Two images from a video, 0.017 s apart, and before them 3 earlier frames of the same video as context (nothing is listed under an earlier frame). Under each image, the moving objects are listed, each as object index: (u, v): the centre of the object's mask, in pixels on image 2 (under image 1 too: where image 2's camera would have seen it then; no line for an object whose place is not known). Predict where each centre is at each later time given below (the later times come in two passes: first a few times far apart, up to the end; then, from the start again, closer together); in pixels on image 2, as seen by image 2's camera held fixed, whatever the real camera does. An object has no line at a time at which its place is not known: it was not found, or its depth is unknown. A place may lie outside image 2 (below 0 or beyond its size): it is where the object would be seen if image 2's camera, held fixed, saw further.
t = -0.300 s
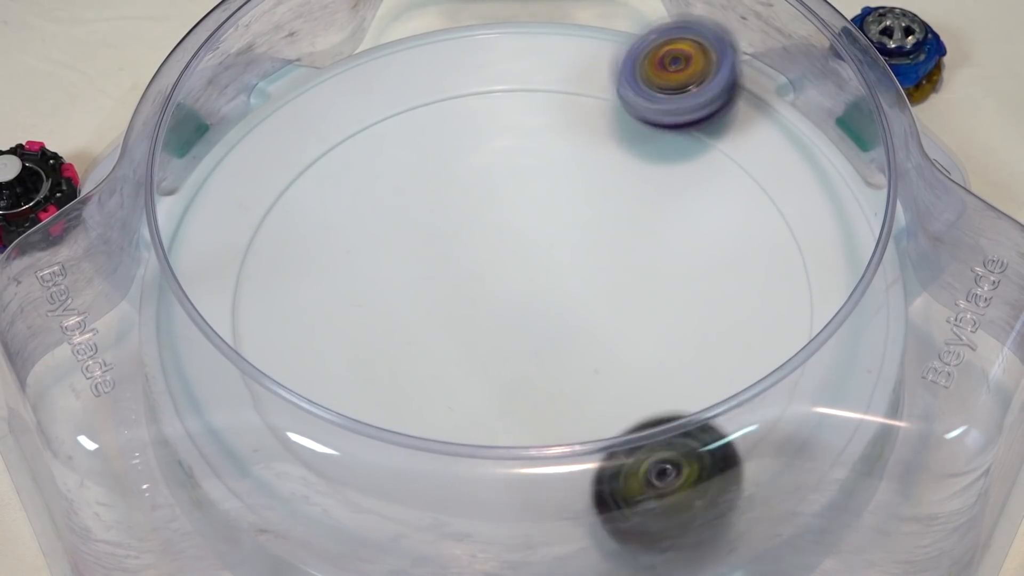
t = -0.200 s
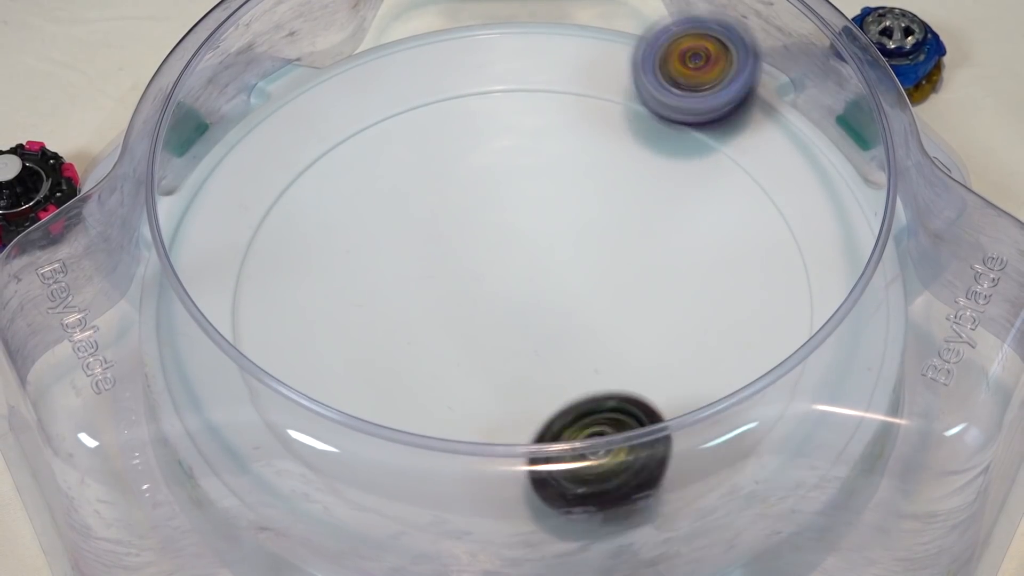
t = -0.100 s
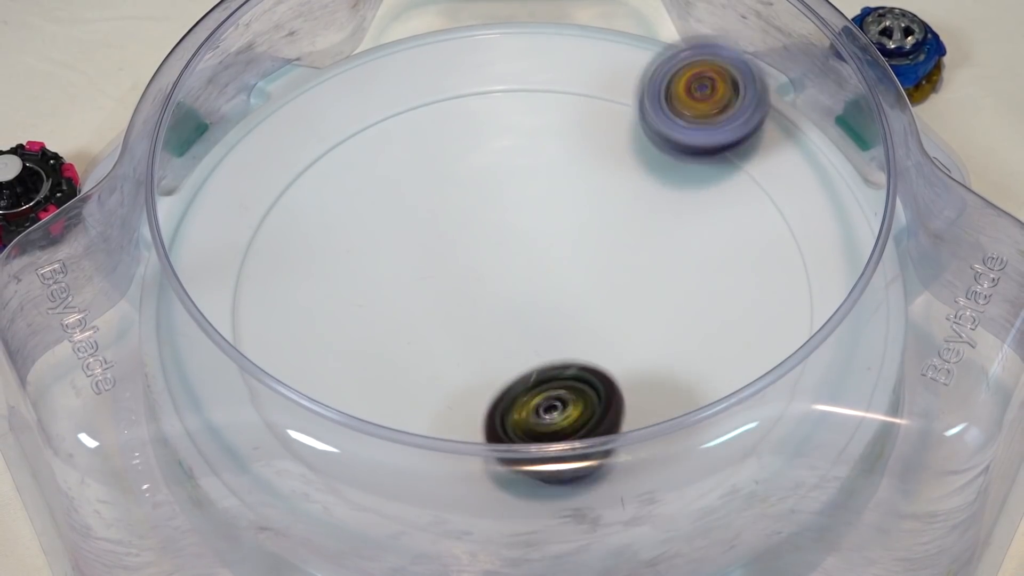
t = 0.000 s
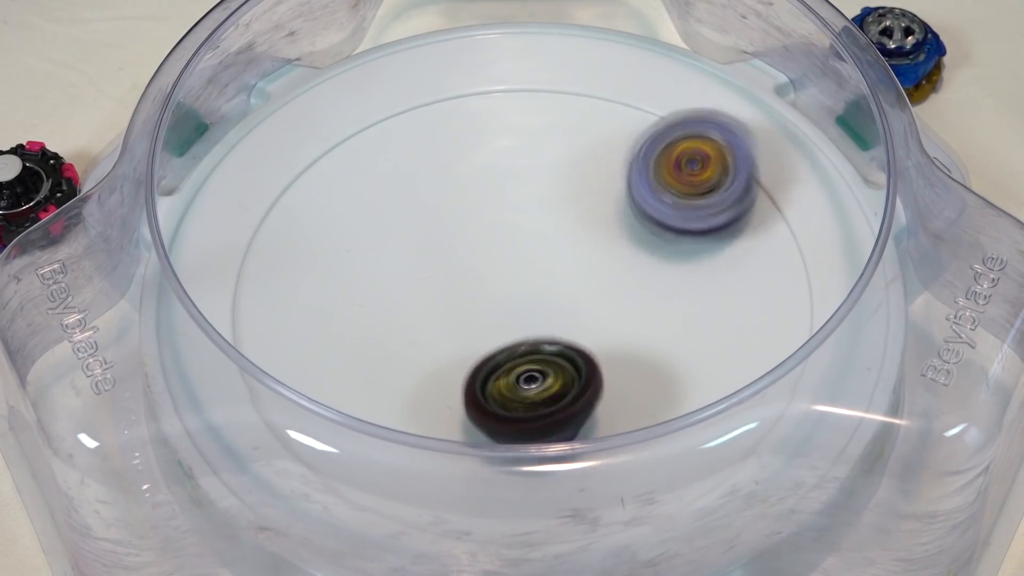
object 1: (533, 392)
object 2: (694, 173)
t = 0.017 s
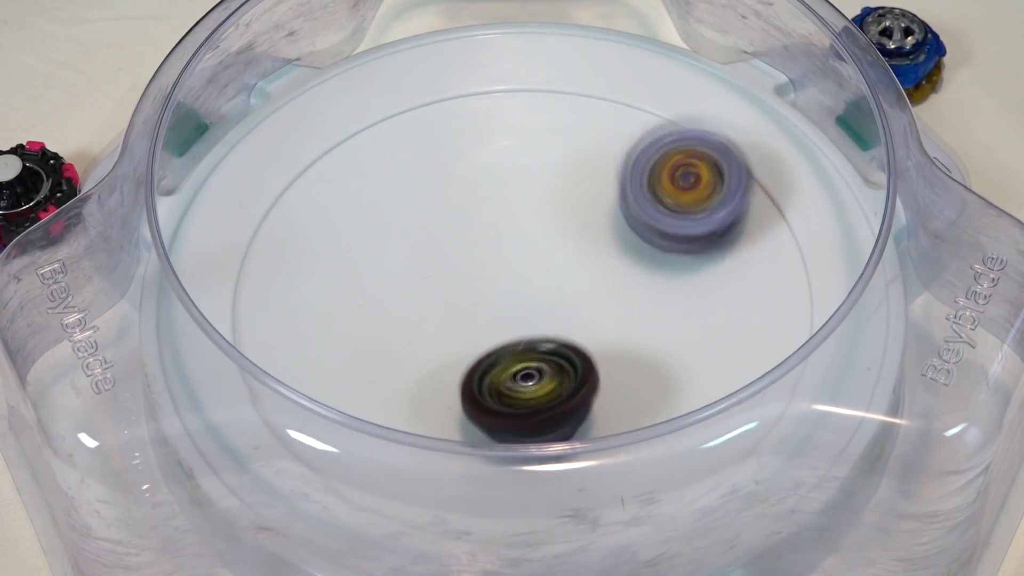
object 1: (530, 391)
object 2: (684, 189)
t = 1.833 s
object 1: (281, 192)
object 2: (604, 376)
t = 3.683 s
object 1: (700, 242)
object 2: (494, 341)
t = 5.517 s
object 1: (428, 438)
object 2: (561, 229)
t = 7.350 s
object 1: (562, 355)
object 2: (441, 239)
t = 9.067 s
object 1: (514, 138)
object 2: (524, 337)
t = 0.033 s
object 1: (528, 390)
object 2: (680, 200)
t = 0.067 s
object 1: (524, 389)
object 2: (660, 225)
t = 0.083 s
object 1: (522, 389)
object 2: (647, 236)
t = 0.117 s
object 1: (519, 389)
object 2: (623, 252)
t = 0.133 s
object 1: (516, 390)
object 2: (609, 261)
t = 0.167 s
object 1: (509, 390)
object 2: (581, 273)
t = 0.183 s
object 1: (507, 390)
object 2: (568, 278)
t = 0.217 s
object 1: (500, 391)
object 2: (538, 283)
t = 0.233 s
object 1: (496, 392)
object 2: (522, 283)
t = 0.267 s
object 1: (485, 395)
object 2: (490, 283)
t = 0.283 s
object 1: (481, 396)
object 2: (474, 282)
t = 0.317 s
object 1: (472, 395)
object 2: (445, 278)
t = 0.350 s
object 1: (465, 394)
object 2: (418, 273)
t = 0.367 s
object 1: (463, 393)
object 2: (403, 266)
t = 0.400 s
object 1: (456, 391)
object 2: (380, 256)
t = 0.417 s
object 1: (455, 389)
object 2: (366, 249)
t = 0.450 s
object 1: (450, 386)
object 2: (348, 235)
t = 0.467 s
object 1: (449, 384)
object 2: (337, 227)
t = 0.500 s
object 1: (445, 380)
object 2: (323, 212)
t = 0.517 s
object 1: (444, 377)
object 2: (315, 203)
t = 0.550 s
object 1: (442, 369)
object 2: (307, 183)
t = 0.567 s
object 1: (440, 365)
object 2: (304, 176)
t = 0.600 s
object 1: (438, 355)
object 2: (304, 153)
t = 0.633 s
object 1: (434, 345)
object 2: (319, 141)
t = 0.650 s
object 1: (433, 340)
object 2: (330, 138)
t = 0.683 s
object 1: (428, 330)
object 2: (357, 134)
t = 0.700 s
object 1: (427, 324)
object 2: (367, 132)
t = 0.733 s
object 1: (422, 312)
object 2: (396, 136)
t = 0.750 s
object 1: (420, 307)
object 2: (407, 142)
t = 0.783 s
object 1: (415, 295)
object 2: (432, 155)
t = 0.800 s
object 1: (414, 289)
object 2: (444, 166)
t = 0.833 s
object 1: (402, 286)
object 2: (465, 180)
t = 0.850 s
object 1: (390, 296)
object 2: (482, 175)
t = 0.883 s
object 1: (370, 313)
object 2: (512, 173)
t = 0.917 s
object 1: (361, 326)
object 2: (540, 180)
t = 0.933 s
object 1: (357, 332)
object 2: (551, 185)
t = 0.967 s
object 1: (355, 343)
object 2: (575, 201)
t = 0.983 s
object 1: (354, 349)
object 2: (582, 208)
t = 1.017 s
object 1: (358, 357)
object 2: (601, 228)
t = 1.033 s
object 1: (360, 361)
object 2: (606, 236)
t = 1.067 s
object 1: (368, 367)
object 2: (619, 260)
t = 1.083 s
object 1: (372, 370)
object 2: (620, 269)
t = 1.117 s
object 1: (385, 375)
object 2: (627, 293)
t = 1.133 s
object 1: (390, 377)
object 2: (624, 303)
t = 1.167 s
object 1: (406, 380)
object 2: (624, 327)
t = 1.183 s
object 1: (413, 382)
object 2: (618, 338)
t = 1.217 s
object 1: (431, 382)
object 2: (611, 360)
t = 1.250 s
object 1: (445, 381)
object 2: (595, 376)
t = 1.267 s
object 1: (435, 379)
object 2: (603, 380)
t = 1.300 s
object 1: (417, 374)
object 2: (610, 385)
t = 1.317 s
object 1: (412, 372)
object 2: (610, 390)
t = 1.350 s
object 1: (407, 370)
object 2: (615, 406)
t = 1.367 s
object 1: (406, 370)
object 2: (609, 412)
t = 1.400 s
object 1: (405, 368)
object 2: (597, 427)
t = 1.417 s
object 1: (405, 366)
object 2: (588, 434)
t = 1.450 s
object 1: (406, 363)
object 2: (562, 442)
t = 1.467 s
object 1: (407, 361)
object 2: (551, 443)
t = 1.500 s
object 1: (409, 356)
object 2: (527, 437)
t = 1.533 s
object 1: (399, 338)
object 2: (518, 436)
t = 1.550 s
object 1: (387, 323)
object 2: (522, 438)
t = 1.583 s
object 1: (370, 297)
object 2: (528, 437)
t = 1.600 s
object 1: (362, 286)
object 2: (530, 435)
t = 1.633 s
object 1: (348, 266)
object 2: (535, 432)
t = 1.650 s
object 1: (340, 258)
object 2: (539, 430)
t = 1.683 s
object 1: (324, 241)
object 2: (548, 423)
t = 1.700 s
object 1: (317, 234)
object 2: (552, 418)
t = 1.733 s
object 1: (303, 220)
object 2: (558, 401)
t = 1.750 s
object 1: (298, 213)
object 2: (565, 398)
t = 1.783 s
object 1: (286, 201)
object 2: (580, 390)
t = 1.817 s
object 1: (279, 193)
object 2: (597, 381)
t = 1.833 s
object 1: (281, 192)
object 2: (604, 376)
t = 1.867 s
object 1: (287, 192)
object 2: (619, 366)
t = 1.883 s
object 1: (290, 192)
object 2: (628, 361)
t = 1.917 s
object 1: (298, 193)
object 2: (647, 353)
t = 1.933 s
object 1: (302, 193)
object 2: (656, 348)
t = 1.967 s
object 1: (312, 192)
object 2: (670, 342)
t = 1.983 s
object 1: (317, 191)
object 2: (678, 339)
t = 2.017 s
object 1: (329, 189)
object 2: (693, 336)
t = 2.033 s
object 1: (335, 189)
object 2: (700, 335)
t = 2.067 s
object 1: (349, 187)
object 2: (704, 333)
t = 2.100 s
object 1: (365, 186)
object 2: (704, 333)
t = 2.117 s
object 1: (373, 184)
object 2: (703, 332)
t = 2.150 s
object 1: (392, 182)
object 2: (699, 330)
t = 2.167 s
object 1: (401, 181)
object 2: (697, 327)
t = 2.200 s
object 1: (421, 178)
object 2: (689, 321)
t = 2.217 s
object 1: (430, 177)
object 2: (684, 319)
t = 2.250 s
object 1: (451, 174)
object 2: (674, 311)
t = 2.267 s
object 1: (460, 172)
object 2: (668, 306)
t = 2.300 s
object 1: (481, 169)
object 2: (660, 293)
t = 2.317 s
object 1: (491, 168)
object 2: (657, 285)
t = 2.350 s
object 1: (512, 164)
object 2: (649, 270)
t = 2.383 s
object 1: (533, 162)
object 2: (642, 256)
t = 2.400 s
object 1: (542, 161)
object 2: (641, 249)
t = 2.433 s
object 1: (545, 138)
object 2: (656, 250)
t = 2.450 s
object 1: (542, 123)
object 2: (666, 254)
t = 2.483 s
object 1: (536, 101)
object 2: (681, 265)
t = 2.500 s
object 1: (534, 94)
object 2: (683, 270)
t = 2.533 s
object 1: (527, 82)
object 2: (683, 286)
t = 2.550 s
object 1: (524, 78)
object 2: (680, 294)
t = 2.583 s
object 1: (519, 71)
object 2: (669, 310)
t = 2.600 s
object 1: (515, 69)
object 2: (660, 317)
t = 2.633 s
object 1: (506, 75)
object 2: (641, 326)
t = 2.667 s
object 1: (501, 79)
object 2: (618, 330)
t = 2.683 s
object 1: (499, 82)
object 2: (605, 331)
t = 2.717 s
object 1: (496, 89)
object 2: (579, 330)
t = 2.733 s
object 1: (493, 93)
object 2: (567, 328)
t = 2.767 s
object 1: (491, 104)
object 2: (545, 321)
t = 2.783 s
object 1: (489, 111)
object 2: (533, 316)
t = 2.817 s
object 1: (489, 126)
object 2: (516, 305)
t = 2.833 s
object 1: (490, 135)
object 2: (508, 299)
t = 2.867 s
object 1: (492, 153)
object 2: (495, 286)
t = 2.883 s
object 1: (495, 162)
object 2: (489, 279)
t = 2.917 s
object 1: (503, 147)
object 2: (481, 294)
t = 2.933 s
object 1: (505, 129)
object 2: (475, 308)
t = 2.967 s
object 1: (510, 103)
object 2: (464, 331)
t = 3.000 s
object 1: (511, 89)
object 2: (451, 346)
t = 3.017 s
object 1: (509, 85)
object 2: (444, 350)
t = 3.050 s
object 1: (505, 78)
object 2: (426, 356)
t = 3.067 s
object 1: (504, 76)
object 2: (416, 359)
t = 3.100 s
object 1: (500, 75)
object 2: (395, 362)
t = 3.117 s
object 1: (498, 75)
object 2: (384, 362)
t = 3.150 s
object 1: (494, 79)
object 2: (364, 358)
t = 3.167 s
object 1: (491, 82)
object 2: (355, 355)
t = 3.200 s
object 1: (489, 90)
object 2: (339, 347)
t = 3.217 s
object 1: (488, 95)
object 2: (332, 342)
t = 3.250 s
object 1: (487, 106)
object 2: (324, 330)
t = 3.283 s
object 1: (489, 119)
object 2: (325, 314)
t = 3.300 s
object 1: (491, 127)
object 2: (330, 309)
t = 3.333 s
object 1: (495, 144)
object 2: (344, 297)
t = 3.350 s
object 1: (499, 152)
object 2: (351, 292)
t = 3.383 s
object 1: (506, 171)
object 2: (371, 286)
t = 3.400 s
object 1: (509, 181)
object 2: (381, 283)
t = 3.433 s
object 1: (519, 200)
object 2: (403, 280)
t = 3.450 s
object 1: (524, 210)
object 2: (414, 278)
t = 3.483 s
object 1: (553, 218)
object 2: (418, 285)
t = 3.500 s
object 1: (573, 219)
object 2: (420, 290)
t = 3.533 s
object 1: (601, 226)
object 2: (432, 298)
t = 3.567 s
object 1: (625, 230)
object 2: (445, 305)
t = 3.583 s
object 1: (636, 232)
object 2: (453, 310)
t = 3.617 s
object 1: (659, 235)
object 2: (467, 320)
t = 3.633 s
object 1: (669, 238)
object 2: (473, 325)
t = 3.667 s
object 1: (689, 241)
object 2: (486, 336)
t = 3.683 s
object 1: (700, 242)
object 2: (494, 341)
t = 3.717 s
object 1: (718, 245)
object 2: (506, 353)
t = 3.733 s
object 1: (726, 245)
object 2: (510, 359)
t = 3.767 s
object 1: (740, 248)
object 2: (516, 368)
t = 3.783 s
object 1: (745, 250)
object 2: (519, 374)
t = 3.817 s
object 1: (756, 252)
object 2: (522, 383)
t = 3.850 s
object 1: (764, 254)
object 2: (524, 391)
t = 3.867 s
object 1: (767, 256)
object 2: (525, 393)
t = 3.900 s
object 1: (771, 259)
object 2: (524, 398)
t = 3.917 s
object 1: (772, 260)
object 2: (522, 399)
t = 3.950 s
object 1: (771, 263)
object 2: (519, 399)
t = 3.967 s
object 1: (769, 266)
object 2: (517, 399)
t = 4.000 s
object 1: (765, 270)
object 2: (512, 398)
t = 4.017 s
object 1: (762, 272)
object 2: (511, 396)
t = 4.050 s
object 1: (753, 278)
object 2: (511, 391)
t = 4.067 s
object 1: (747, 280)
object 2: (512, 388)
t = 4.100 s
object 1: (734, 288)
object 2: (515, 381)
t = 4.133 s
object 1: (717, 295)
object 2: (518, 369)
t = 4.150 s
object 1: (706, 299)
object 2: (521, 364)
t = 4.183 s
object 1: (686, 307)
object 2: (529, 350)
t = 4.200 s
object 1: (676, 311)
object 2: (533, 345)
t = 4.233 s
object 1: (690, 309)
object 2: (517, 335)
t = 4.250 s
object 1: (693, 308)
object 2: (509, 331)
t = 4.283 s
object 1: (693, 307)
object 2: (499, 317)
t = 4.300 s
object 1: (691, 307)
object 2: (494, 311)
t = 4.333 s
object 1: (685, 306)
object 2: (491, 297)
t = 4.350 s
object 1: (682, 306)
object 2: (492, 290)
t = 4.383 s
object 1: (674, 306)
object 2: (491, 277)
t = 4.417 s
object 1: (662, 306)
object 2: (491, 262)
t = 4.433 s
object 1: (656, 306)
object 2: (493, 256)
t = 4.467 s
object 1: (641, 307)
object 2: (501, 243)
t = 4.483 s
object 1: (634, 307)
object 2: (505, 237)
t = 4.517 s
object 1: (617, 308)
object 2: (513, 226)
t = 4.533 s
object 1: (607, 308)
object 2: (518, 222)
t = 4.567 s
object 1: (592, 313)
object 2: (526, 212)
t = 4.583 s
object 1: (592, 323)
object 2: (528, 203)
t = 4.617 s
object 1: (586, 336)
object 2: (530, 191)
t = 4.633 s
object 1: (584, 341)
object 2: (530, 185)
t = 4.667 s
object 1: (578, 350)
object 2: (534, 173)
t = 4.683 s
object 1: (575, 354)
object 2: (538, 167)
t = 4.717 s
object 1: (568, 362)
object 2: (544, 158)
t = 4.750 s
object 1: (562, 368)
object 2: (552, 151)
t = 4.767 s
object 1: (560, 371)
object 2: (559, 148)
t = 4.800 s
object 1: (554, 376)
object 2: (569, 151)
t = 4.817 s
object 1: (550, 378)
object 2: (571, 153)
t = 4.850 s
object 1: (544, 381)
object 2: (581, 158)
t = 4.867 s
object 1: (542, 382)
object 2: (586, 165)
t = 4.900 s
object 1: (536, 383)
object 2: (583, 179)
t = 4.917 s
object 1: (533, 384)
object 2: (583, 184)
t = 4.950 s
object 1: (527, 384)
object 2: (583, 198)
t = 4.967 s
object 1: (524, 383)
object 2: (580, 205)
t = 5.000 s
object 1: (519, 382)
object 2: (570, 218)
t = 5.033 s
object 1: (512, 379)
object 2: (566, 230)
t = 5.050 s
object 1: (510, 378)
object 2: (562, 237)
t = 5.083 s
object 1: (503, 374)
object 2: (548, 249)
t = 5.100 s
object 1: (499, 371)
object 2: (544, 255)
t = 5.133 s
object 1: (489, 369)
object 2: (537, 264)
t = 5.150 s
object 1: (474, 386)
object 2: (537, 249)
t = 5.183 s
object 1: (447, 415)
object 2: (542, 227)
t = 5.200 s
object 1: (436, 428)
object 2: (544, 218)
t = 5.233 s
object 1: (423, 449)
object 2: (544, 210)
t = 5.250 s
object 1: (420, 453)
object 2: (549, 207)
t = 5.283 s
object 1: (411, 469)
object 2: (553, 200)
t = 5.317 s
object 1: (409, 473)
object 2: (559, 196)
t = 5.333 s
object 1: (412, 473)
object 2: (562, 198)
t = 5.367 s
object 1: (422, 468)
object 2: (561, 200)
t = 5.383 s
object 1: (424, 465)
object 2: (566, 199)
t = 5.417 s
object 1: (426, 459)
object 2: (567, 206)
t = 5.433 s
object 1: (427, 457)
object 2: (566, 208)
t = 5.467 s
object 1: (426, 453)
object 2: (569, 215)
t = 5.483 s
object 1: (425, 451)
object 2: (566, 220)
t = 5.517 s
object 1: (428, 438)
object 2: (561, 229)
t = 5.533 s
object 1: (428, 437)
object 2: (559, 235)
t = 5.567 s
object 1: (431, 429)
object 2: (546, 246)
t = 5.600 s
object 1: (434, 416)
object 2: (540, 255)
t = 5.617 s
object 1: (439, 400)
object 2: (532, 259)
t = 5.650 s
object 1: (443, 393)
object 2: (521, 265)
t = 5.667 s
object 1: (444, 389)
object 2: (516, 269)
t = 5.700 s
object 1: (448, 377)
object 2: (500, 274)
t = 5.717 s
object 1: (439, 379)
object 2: (499, 271)
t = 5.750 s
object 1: (415, 411)
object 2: (506, 234)
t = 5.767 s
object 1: (406, 423)
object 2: (512, 222)
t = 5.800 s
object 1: (395, 443)
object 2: (518, 200)
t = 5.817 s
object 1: (393, 447)
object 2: (522, 192)
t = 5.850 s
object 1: (393, 460)
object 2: (527, 185)
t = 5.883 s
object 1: (394, 466)
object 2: (538, 174)
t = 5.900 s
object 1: (397, 467)
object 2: (541, 169)
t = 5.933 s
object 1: (410, 464)
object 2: (550, 160)
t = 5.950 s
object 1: (413, 462)
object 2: (557, 157)
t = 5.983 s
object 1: (420, 458)
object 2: (565, 150)
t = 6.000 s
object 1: (422, 456)
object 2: (574, 148)
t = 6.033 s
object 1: (431, 451)
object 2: (583, 149)
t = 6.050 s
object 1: (435, 451)
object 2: (591, 149)
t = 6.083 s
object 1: (447, 436)
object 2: (600, 158)
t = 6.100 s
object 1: (454, 432)
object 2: (603, 160)
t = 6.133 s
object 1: (464, 419)
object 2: (608, 174)
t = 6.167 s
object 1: (476, 399)
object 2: (611, 185)
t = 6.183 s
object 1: (483, 396)
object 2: (610, 193)
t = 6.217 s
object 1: (494, 387)
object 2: (607, 203)
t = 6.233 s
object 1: (500, 380)
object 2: (606, 211)
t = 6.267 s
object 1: (512, 362)
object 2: (599, 224)
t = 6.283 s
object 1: (517, 353)
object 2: (600, 229)
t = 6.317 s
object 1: (528, 335)
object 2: (592, 238)
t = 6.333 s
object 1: (520, 340)
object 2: (595, 234)
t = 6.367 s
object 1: (506, 356)
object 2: (600, 216)
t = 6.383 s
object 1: (502, 361)
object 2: (603, 210)
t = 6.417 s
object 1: (498, 366)
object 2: (606, 205)
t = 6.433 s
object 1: (501, 367)
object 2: (607, 208)
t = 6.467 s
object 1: (505, 368)
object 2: (610, 212)
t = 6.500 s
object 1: (509, 369)
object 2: (605, 218)
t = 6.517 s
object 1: (511, 368)
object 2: (604, 224)
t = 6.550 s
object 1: (516, 367)
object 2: (598, 227)
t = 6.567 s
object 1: (519, 366)
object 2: (593, 235)
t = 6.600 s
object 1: (522, 364)
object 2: (586, 240)
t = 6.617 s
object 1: (524, 362)
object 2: (577, 245)
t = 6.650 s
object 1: (530, 359)
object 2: (570, 250)
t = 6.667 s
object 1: (530, 357)
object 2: (561, 249)
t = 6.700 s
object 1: (528, 374)
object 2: (555, 243)
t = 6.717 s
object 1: (527, 383)
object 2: (553, 234)
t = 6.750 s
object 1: (528, 391)
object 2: (543, 227)
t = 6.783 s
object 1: (533, 395)
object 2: (533, 224)
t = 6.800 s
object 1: (531, 397)
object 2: (535, 220)
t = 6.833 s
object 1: (534, 400)
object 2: (524, 213)
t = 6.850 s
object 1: (534, 401)
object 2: (520, 213)
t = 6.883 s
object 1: (535, 401)
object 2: (515, 210)
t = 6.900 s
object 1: (536, 402)
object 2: (507, 210)
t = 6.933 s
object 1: (538, 402)
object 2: (501, 207)
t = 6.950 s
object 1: (538, 402)
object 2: (499, 205)
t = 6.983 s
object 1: (538, 401)
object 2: (493, 204)
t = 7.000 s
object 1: (539, 401)
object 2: (490, 207)
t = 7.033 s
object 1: (539, 399)
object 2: (488, 207)
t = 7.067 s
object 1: (538, 395)
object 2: (481, 209)
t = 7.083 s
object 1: (538, 393)
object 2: (480, 212)
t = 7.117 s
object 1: (538, 388)
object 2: (477, 216)
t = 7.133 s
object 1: (538, 385)
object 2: (472, 219)
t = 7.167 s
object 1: (537, 375)
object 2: (470, 224)
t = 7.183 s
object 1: (537, 370)
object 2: (471, 226)
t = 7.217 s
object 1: (535, 358)
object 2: (467, 235)
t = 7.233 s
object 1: (535, 353)
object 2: (466, 238)
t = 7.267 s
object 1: (534, 340)
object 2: (463, 246)
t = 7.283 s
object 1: (537, 339)
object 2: (458, 246)
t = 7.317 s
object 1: (551, 349)
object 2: (448, 243)
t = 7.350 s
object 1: (562, 355)
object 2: (441, 239)
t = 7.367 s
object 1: (570, 356)
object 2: (438, 235)
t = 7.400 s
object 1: (583, 358)
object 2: (431, 231)
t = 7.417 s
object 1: (590, 359)
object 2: (431, 230)
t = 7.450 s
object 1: (598, 359)
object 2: (430, 228)
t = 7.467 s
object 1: (605, 358)
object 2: (426, 227)
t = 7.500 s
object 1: (613, 359)
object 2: (429, 225)
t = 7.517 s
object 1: (617, 358)
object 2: (432, 225)
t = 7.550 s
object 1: (623, 355)
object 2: (433, 226)
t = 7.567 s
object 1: (628, 354)
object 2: (438, 228)
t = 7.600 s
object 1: (630, 351)
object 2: (444, 232)
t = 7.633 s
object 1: (635, 347)
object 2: (453, 237)
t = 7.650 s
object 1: (635, 345)
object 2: (452, 239)
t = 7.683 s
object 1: (636, 341)
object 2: (460, 245)
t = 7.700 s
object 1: (634, 337)
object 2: (465, 250)
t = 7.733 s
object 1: (634, 331)
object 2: (471, 256)
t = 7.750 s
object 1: (631, 329)
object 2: (476, 259)
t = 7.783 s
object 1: (627, 322)
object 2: (485, 267)
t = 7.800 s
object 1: (624, 318)
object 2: (486, 270)
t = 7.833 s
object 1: (628, 312)
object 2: (492, 276)
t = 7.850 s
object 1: (630, 309)
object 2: (491, 279)
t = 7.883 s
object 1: (637, 303)
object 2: (494, 285)
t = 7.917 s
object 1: (645, 295)
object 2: (494, 292)
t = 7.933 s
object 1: (651, 294)
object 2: (492, 297)
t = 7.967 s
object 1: (655, 288)
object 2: (489, 303)
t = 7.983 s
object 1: (659, 285)
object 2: (486, 305)
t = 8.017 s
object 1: (666, 281)
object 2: (483, 313)
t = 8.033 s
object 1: (668, 278)
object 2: (482, 316)
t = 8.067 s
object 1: (668, 273)
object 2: (478, 321)
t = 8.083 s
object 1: (672, 270)
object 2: (475, 323)
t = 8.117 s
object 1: (669, 267)
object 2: (470, 329)
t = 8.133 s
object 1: (668, 265)
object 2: (470, 332)
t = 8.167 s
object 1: (666, 262)
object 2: (467, 333)
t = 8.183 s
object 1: (665, 260)
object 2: (464, 334)
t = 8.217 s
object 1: (656, 258)
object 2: (464, 336)
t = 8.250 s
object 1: (651, 255)
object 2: (462, 336)
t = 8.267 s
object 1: (646, 255)
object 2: (464, 336)
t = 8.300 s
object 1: (634, 253)
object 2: (464, 333)
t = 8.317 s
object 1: (628, 253)
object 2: (466, 332)
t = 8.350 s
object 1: (618, 252)
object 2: (470, 330)
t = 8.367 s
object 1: (612, 252)
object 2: (470, 329)
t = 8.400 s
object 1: (597, 251)
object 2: (477, 325)
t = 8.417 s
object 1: (591, 251)
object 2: (481, 324)
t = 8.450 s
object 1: (587, 245)
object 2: (484, 323)
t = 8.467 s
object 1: (583, 240)
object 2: (482, 323)
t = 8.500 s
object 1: (579, 233)
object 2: (484, 322)
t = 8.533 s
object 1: (574, 226)
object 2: (485, 323)
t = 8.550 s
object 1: (570, 222)
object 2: (495, 321)
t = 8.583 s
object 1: (564, 215)
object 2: (494, 319)
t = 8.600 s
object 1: (561, 213)
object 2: (489, 321)
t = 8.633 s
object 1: (556, 208)
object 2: (496, 318)
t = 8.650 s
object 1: (550, 206)
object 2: (499, 317)
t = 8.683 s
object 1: (546, 202)
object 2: (502, 316)
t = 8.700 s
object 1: (543, 201)
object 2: (504, 313)
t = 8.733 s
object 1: (537, 191)
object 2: (508, 315)
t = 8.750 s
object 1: (538, 182)
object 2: (511, 318)
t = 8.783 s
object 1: (536, 169)
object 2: (513, 321)
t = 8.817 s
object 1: (533, 160)
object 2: (513, 327)
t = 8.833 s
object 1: (529, 154)
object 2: (520, 330)
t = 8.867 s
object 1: (528, 145)
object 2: (521, 334)
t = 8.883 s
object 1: (527, 142)
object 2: (517, 335)
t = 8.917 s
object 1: (525, 137)
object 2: (521, 338)
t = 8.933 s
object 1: (523, 136)
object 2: (523, 340)
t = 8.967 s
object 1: (520, 132)
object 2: (524, 342)
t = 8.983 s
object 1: (520, 132)
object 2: (528, 340)
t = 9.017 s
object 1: (518, 134)
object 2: (526, 338)
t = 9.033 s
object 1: (516, 135)
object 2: (520, 340)
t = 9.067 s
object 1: (514, 138)
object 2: (524, 337)
